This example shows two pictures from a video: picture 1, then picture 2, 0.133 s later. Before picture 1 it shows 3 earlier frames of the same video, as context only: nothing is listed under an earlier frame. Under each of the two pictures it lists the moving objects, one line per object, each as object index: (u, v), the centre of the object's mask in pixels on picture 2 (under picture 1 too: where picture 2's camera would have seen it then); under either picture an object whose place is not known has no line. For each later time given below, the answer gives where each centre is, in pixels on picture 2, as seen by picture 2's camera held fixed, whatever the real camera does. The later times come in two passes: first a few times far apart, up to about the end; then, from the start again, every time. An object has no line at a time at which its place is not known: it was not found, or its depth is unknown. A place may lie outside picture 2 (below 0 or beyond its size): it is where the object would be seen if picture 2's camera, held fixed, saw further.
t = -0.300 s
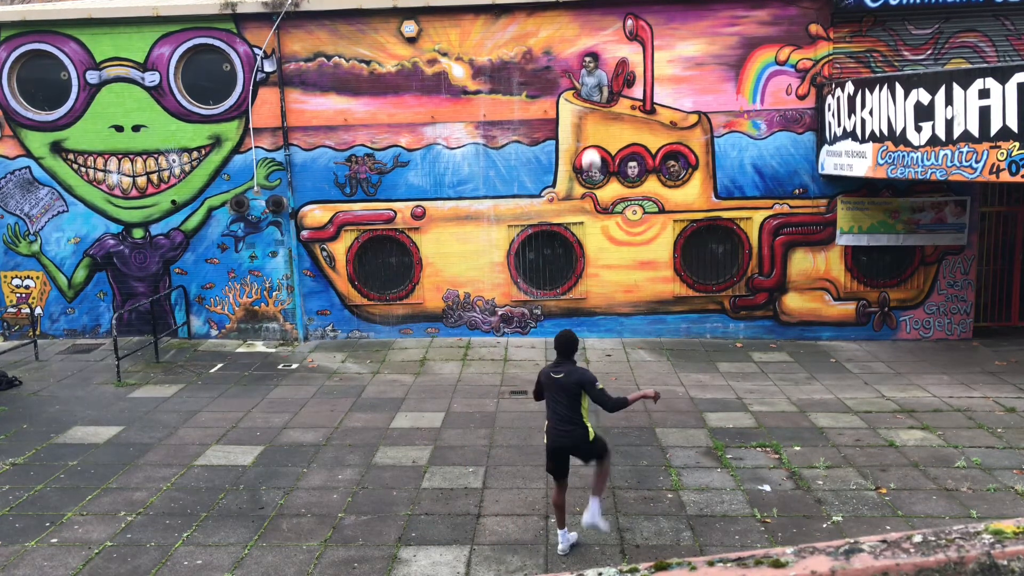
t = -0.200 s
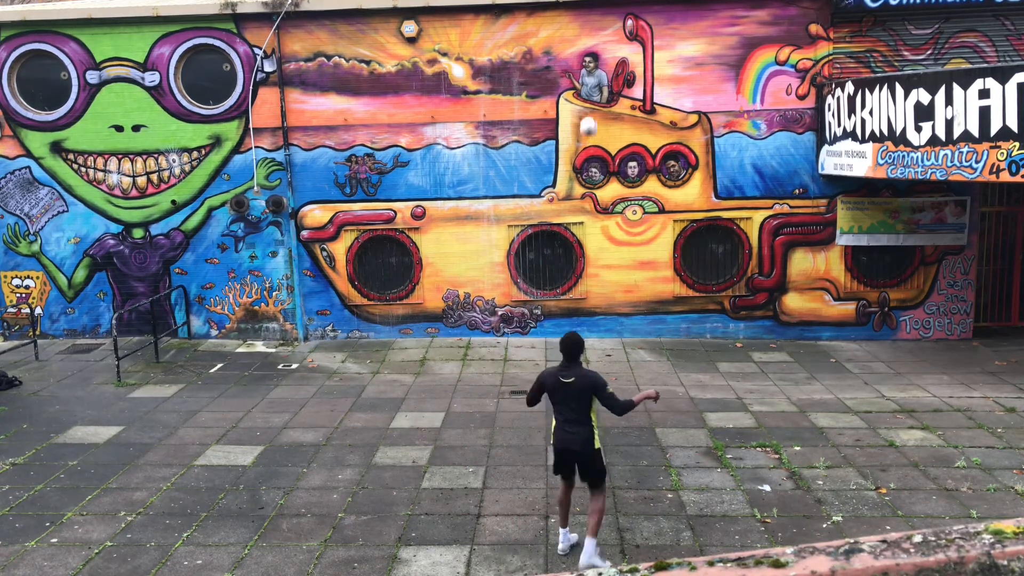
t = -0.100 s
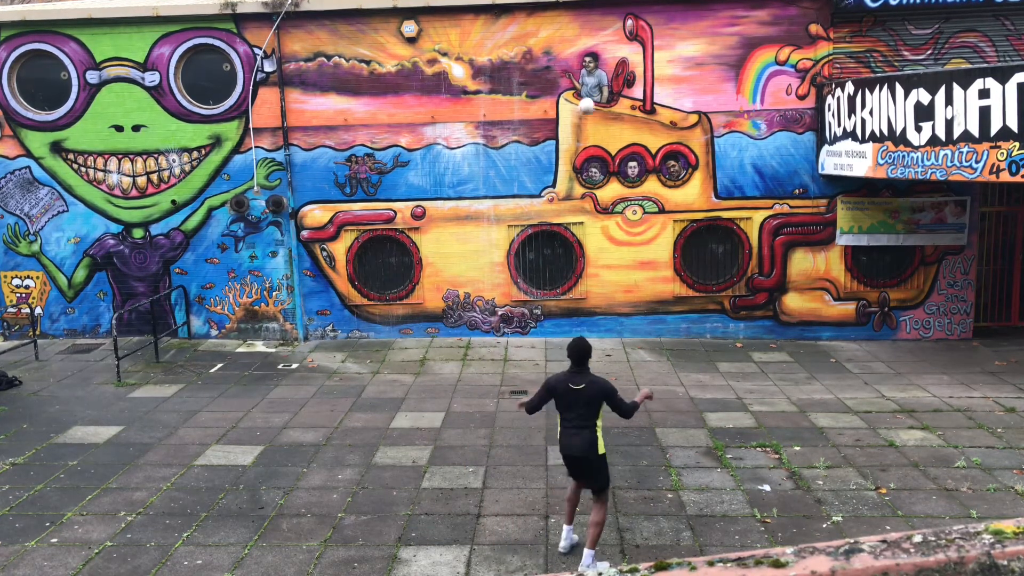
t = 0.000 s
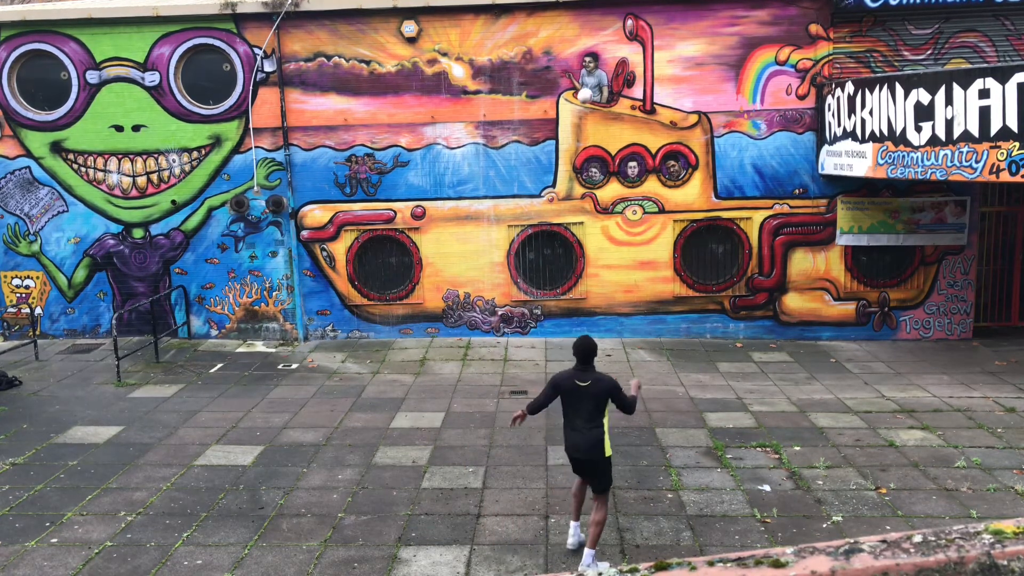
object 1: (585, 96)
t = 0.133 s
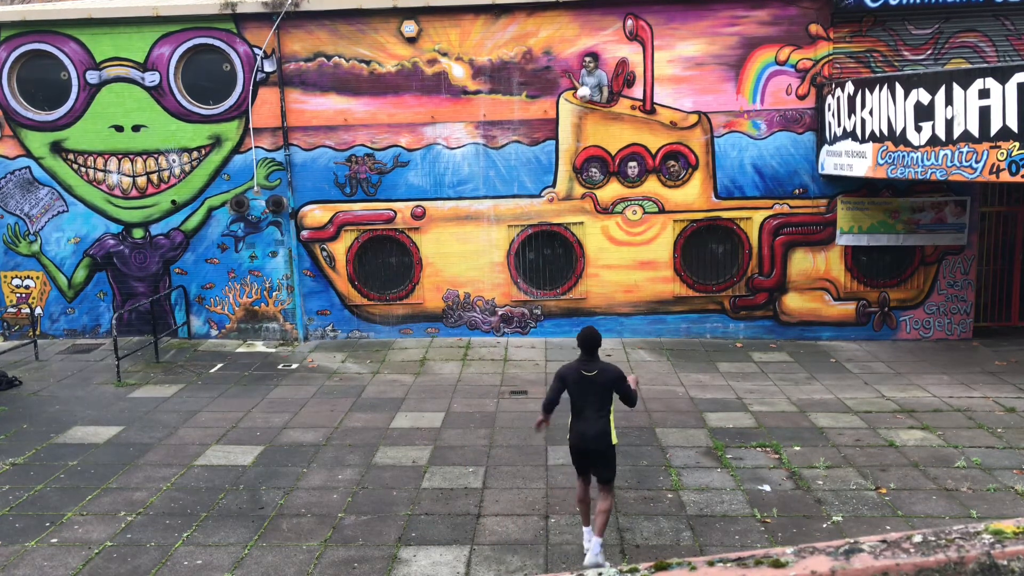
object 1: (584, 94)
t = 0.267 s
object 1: (591, 86)
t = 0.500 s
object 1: (607, 101)
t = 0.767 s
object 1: (631, 184)
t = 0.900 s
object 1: (647, 261)
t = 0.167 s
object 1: (585, 91)
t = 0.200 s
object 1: (587, 88)
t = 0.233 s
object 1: (589, 85)
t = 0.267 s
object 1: (591, 86)
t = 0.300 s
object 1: (593, 86)
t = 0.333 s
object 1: (595, 86)
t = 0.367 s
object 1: (597, 87)
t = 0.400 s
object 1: (599, 89)
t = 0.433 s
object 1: (602, 93)
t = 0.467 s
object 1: (605, 96)
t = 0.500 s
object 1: (607, 101)
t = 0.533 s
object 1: (610, 107)
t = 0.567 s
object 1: (613, 113)
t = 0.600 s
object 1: (615, 122)
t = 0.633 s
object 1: (618, 132)
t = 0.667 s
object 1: (622, 143)
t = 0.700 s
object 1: (624, 156)
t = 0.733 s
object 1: (628, 170)
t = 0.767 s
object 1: (631, 184)
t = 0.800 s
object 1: (635, 202)
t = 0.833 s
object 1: (639, 219)
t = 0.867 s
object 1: (643, 240)
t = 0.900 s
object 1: (647, 261)
